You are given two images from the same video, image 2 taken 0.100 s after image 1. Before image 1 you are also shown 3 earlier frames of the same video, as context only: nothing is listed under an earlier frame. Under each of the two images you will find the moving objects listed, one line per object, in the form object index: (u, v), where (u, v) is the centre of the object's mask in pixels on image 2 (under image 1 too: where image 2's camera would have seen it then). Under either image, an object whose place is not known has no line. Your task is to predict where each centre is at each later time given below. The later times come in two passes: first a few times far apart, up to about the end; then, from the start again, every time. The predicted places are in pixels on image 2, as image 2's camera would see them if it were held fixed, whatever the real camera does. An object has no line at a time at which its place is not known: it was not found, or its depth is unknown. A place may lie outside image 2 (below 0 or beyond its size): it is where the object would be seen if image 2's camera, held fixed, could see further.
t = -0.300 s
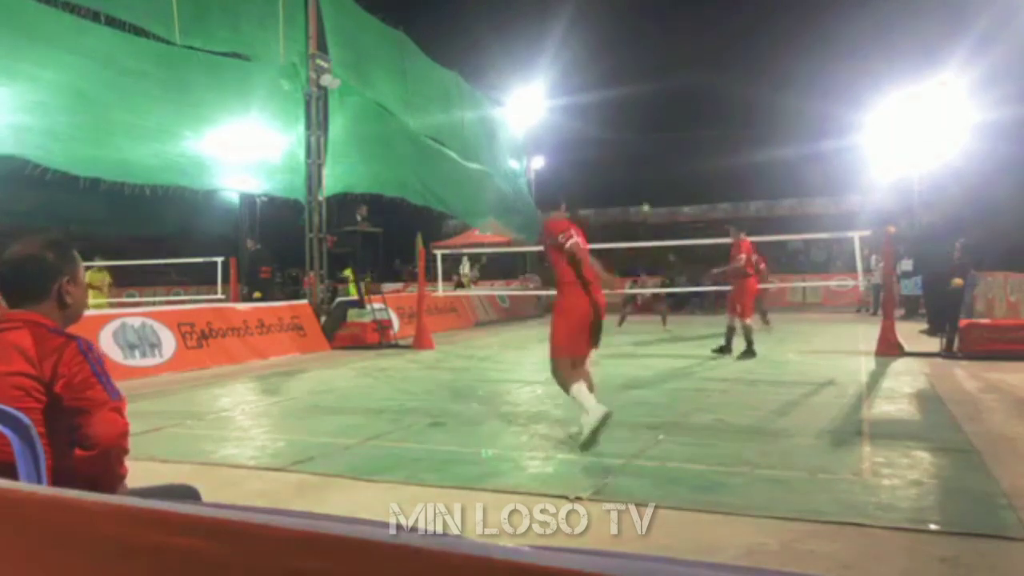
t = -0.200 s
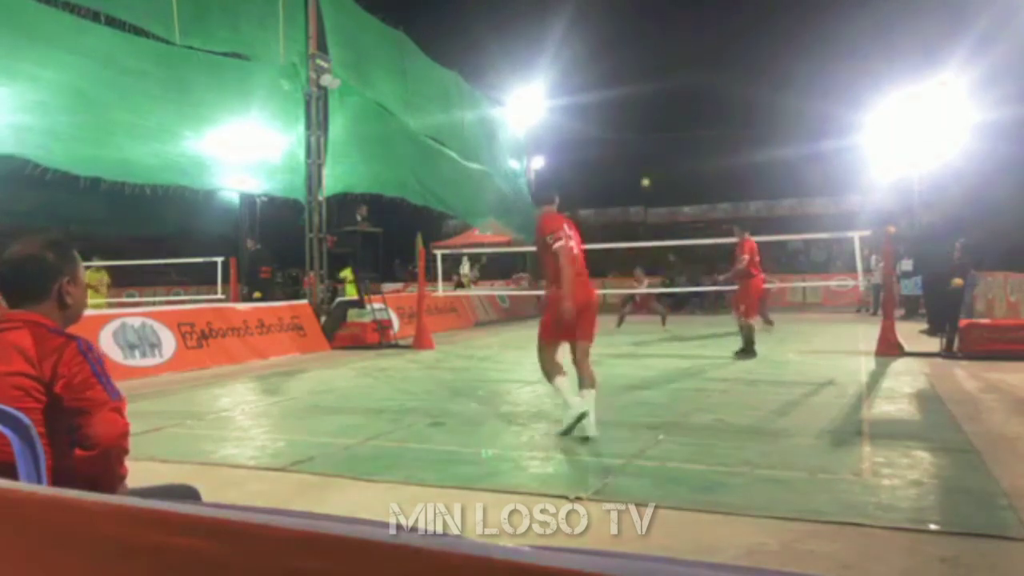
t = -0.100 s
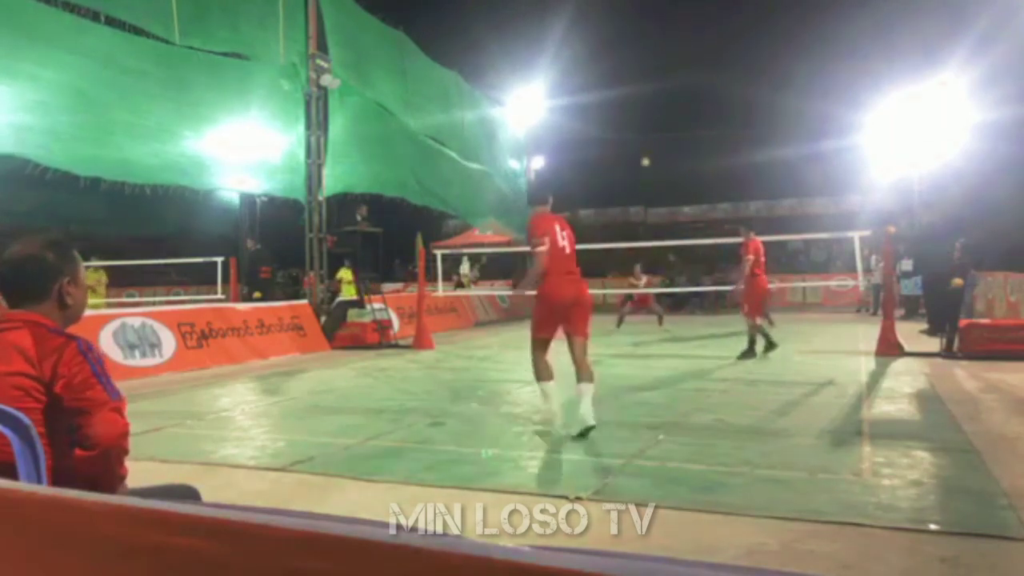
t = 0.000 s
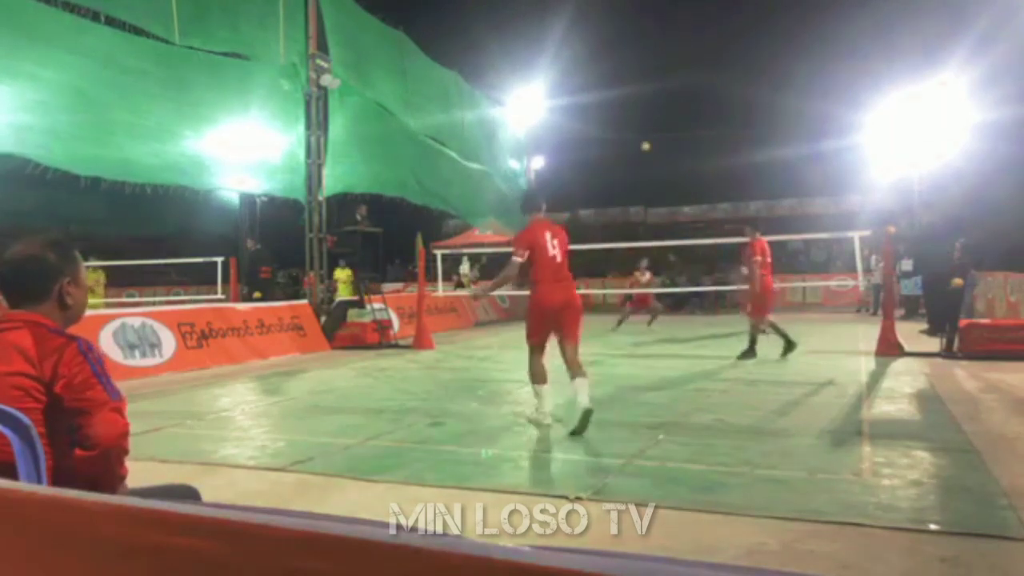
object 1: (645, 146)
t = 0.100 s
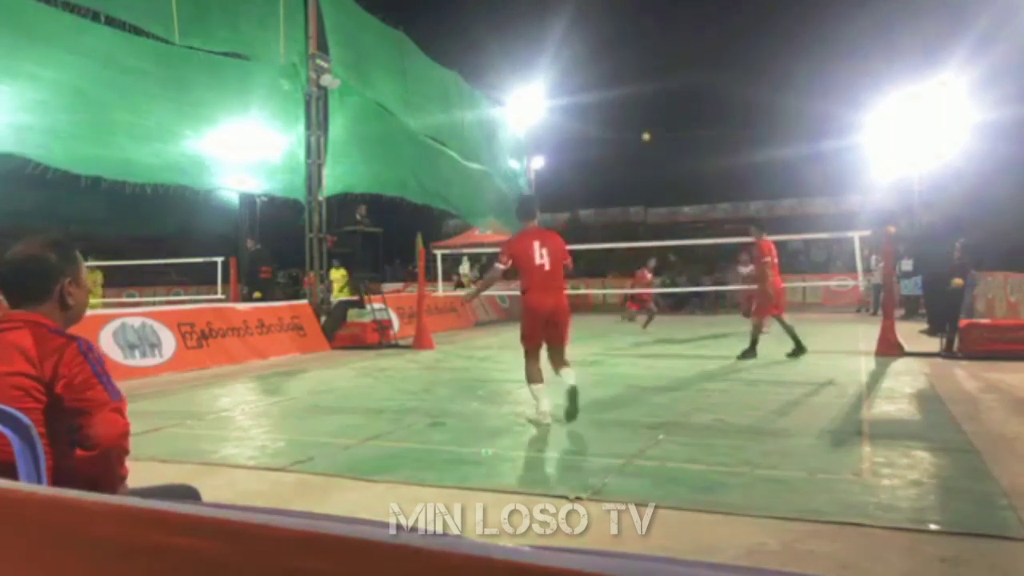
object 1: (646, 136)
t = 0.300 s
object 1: (647, 133)
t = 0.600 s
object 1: (649, 171)
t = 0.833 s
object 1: (652, 236)
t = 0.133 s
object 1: (646, 134)
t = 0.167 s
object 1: (646, 133)
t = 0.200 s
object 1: (646, 132)
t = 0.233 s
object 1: (646, 132)
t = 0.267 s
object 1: (646, 132)
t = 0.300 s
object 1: (647, 133)
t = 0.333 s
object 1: (647, 135)
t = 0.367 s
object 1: (647, 137)
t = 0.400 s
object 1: (647, 140)
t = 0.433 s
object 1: (647, 143)
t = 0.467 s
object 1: (647, 148)
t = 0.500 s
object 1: (648, 152)
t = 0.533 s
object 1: (648, 158)
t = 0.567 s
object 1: (649, 164)
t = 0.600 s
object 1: (649, 171)
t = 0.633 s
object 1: (649, 178)
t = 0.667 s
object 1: (650, 186)
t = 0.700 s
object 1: (649, 195)
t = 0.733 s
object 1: (650, 205)
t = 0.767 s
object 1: (650, 215)
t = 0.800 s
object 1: (651, 225)
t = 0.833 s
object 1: (652, 236)
